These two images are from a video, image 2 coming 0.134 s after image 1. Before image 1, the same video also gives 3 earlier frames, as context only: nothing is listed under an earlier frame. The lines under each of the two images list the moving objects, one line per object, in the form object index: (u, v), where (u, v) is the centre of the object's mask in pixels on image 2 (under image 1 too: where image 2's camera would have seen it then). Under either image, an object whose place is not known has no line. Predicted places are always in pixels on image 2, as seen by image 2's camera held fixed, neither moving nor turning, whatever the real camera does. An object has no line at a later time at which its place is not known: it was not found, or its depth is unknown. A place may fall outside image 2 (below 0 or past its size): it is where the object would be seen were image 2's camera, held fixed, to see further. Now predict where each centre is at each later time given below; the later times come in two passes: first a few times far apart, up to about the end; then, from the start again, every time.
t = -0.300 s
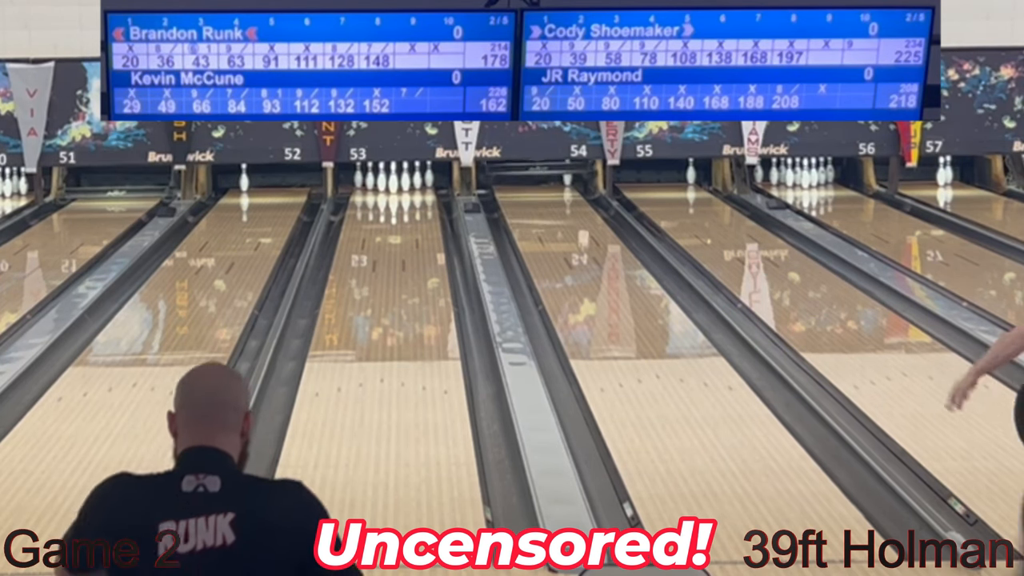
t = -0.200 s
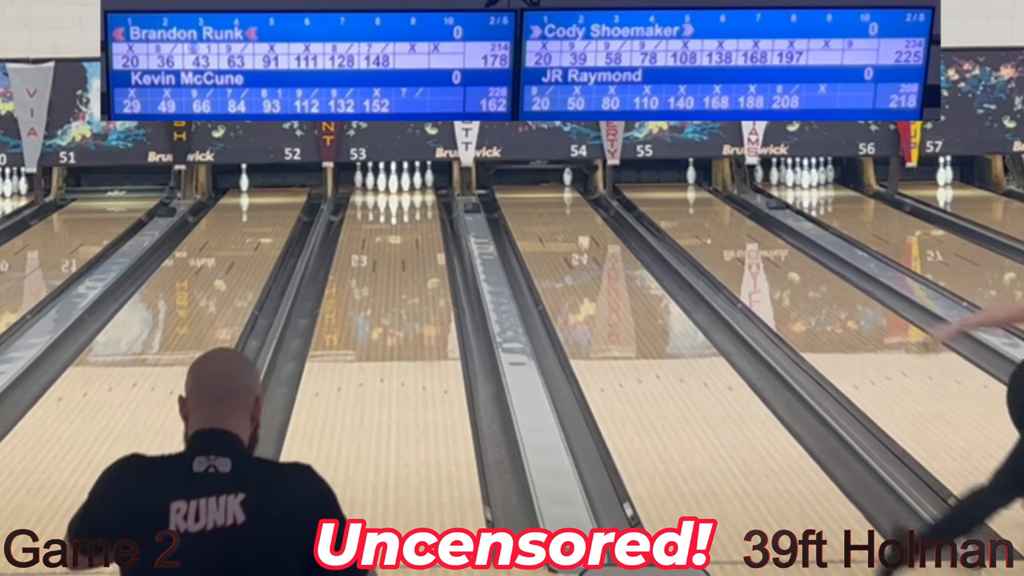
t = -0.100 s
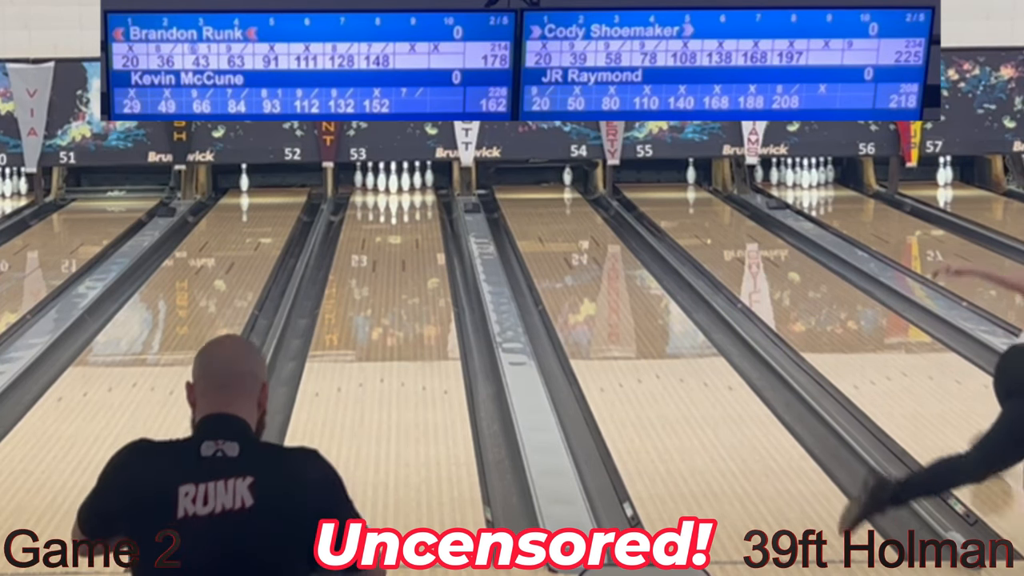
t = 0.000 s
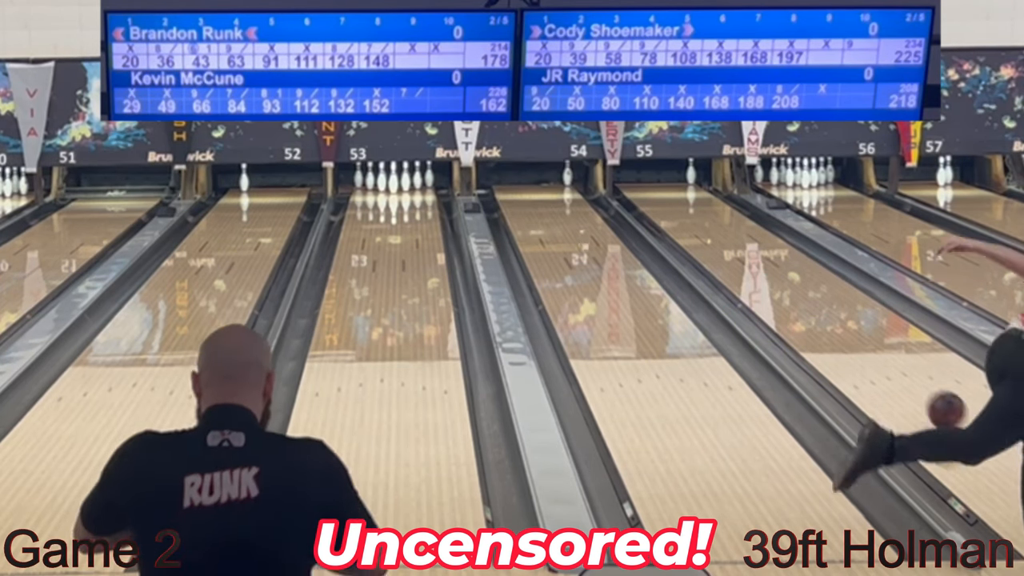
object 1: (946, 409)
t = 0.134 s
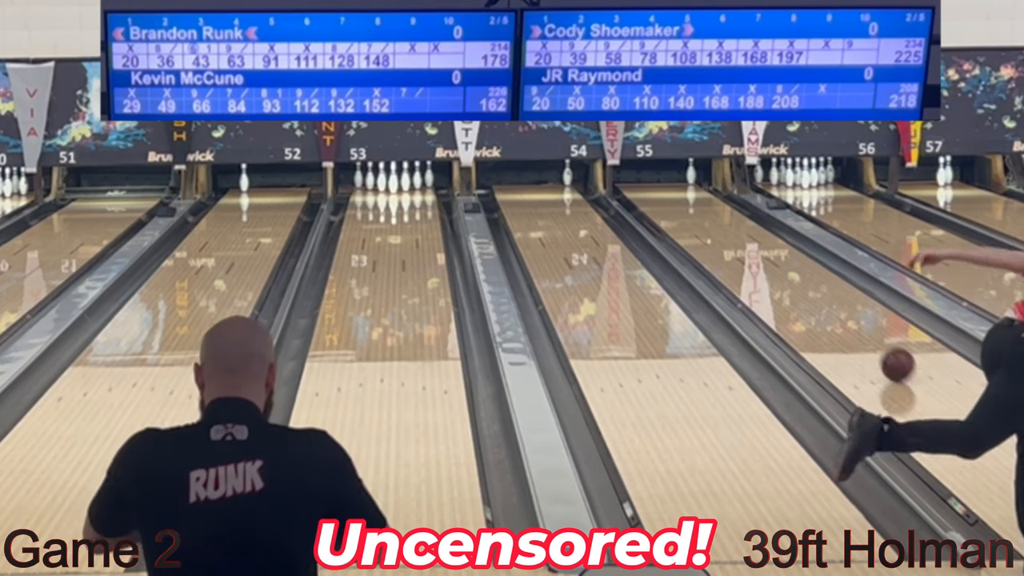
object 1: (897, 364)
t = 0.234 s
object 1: (867, 337)
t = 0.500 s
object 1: (806, 279)
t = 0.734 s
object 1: (767, 243)
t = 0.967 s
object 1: (737, 215)
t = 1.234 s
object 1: (709, 191)
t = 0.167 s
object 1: (887, 354)
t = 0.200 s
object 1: (877, 345)
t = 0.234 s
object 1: (867, 337)
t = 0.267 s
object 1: (859, 328)
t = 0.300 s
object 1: (850, 320)
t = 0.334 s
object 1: (842, 312)
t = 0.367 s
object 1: (834, 305)
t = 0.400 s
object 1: (826, 298)
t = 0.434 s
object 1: (820, 291)
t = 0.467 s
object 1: (813, 285)
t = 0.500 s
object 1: (806, 279)
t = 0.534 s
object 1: (800, 273)
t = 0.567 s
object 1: (794, 268)
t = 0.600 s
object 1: (788, 262)
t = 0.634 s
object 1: (783, 257)
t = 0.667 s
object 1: (777, 252)
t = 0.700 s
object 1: (772, 248)
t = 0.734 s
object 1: (767, 243)
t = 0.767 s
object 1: (762, 238)
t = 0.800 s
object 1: (757, 234)
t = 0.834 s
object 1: (753, 230)
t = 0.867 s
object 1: (749, 226)
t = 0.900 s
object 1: (745, 222)
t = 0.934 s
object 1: (740, 218)
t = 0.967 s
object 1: (737, 215)
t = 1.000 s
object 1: (733, 212)
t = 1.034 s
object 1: (729, 208)
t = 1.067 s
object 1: (726, 206)
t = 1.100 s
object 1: (723, 202)
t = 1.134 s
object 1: (720, 200)
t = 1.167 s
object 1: (717, 197)
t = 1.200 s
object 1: (713, 194)
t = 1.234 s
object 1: (709, 191)
